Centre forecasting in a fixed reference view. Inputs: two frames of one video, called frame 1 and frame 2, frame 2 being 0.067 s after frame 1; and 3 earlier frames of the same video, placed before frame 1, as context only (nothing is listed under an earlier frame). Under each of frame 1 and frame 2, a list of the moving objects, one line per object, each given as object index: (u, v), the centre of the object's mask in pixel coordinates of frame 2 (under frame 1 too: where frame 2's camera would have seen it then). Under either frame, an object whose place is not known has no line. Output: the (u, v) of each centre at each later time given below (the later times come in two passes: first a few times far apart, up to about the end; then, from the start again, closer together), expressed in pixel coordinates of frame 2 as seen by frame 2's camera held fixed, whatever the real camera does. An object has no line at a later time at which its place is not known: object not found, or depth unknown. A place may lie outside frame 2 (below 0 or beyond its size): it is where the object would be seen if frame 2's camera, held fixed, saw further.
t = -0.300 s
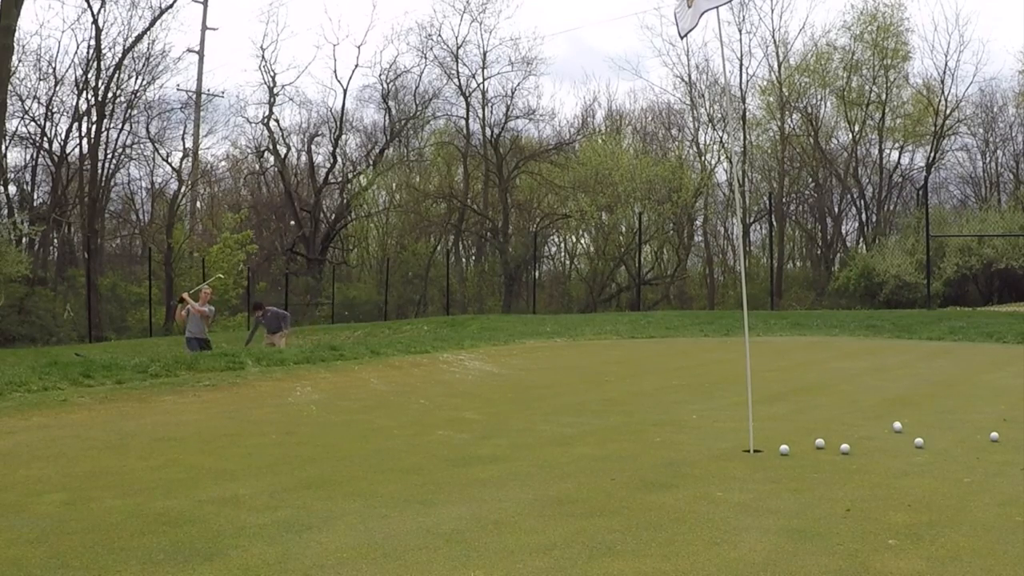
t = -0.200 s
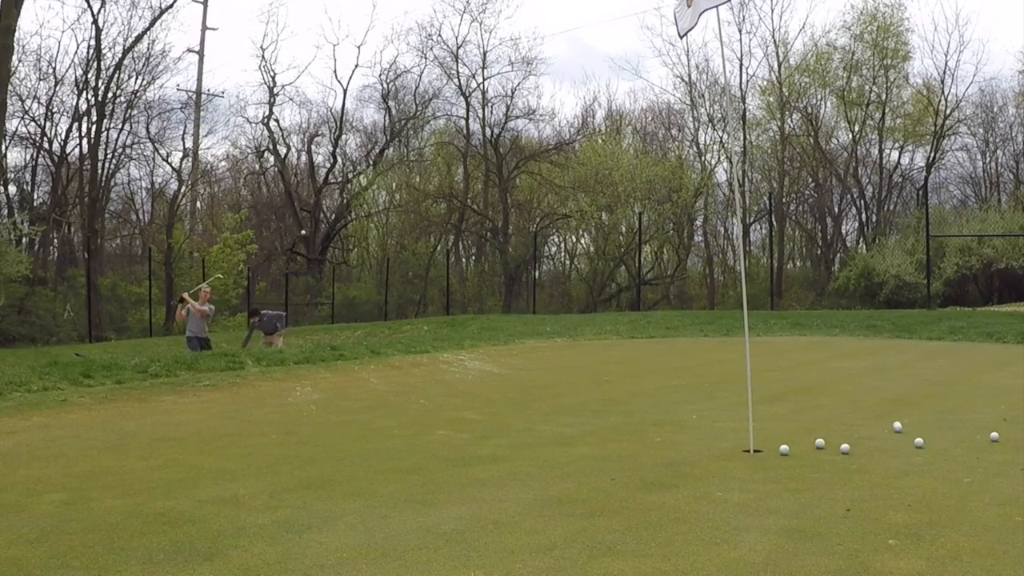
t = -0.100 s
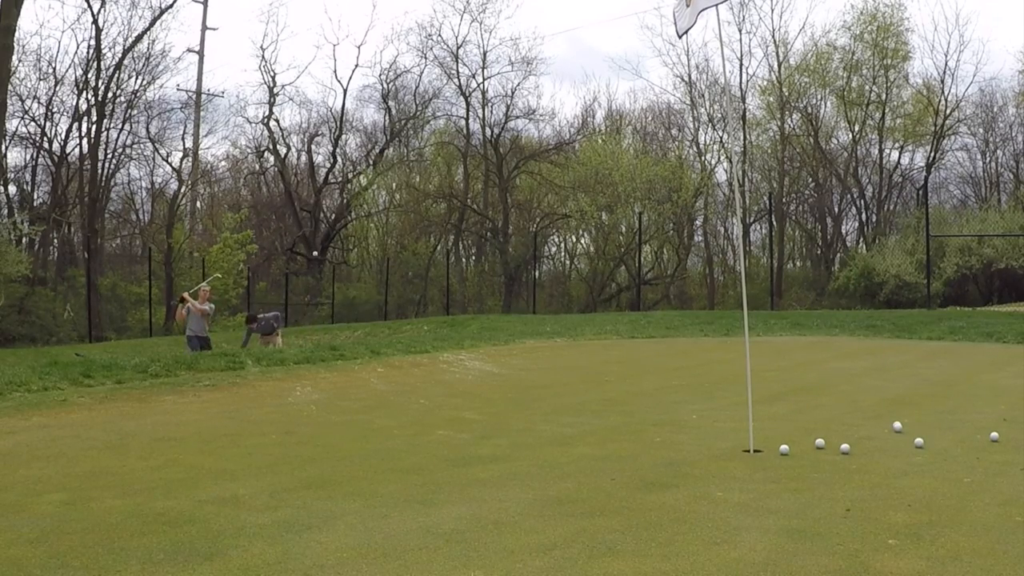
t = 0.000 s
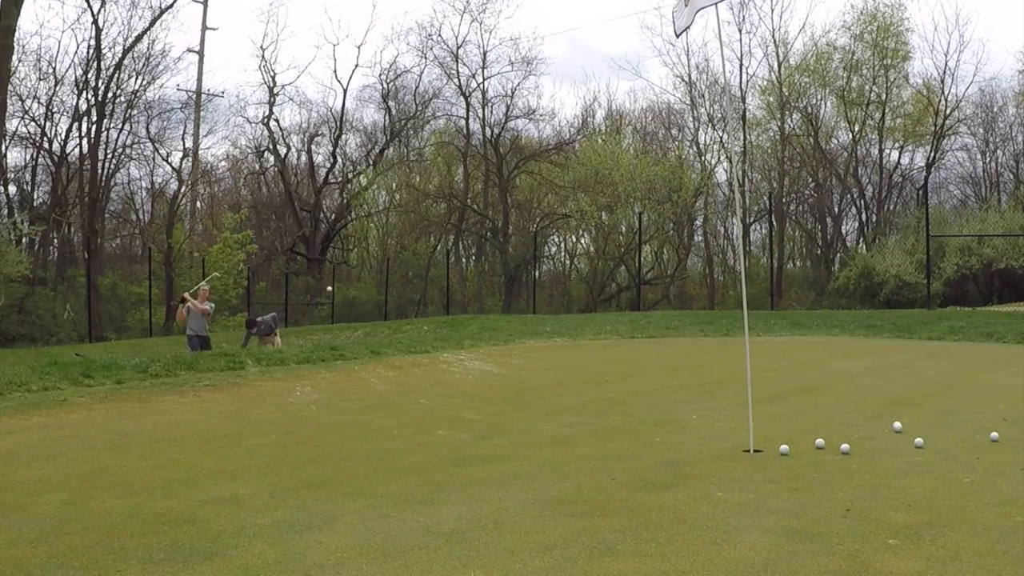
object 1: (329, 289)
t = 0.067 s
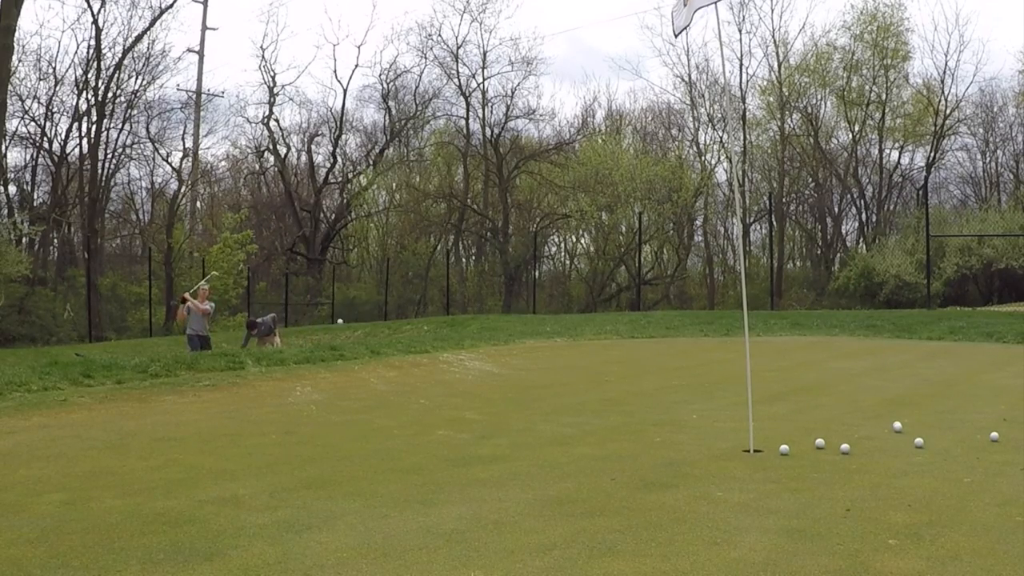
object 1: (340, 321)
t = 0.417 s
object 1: (389, 374)
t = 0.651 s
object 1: (419, 397)
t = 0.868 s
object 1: (445, 405)
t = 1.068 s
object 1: (469, 412)
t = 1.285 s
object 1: (498, 418)
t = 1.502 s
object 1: (527, 426)
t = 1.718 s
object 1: (557, 433)
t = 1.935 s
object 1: (586, 440)
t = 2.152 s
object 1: (613, 447)
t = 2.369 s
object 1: (637, 454)
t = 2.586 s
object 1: (658, 461)
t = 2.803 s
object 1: (675, 467)
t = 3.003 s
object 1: (688, 472)
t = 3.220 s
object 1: (698, 477)
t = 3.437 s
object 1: (704, 481)
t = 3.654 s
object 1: (705, 483)
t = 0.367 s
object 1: (382, 368)
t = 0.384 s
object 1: (384, 370)
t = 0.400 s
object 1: (387, 371)
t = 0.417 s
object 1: (389, 374)
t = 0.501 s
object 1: (401, 392)
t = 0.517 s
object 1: (403, 394)
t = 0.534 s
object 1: (405, 392)
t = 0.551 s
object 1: (407, 392)
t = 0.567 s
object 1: (409, 392)
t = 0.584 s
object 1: (411, 392)
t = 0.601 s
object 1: (413, 392)
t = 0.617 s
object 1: (415, 393)
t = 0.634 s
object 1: (417, 395)
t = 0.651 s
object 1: (419, 397)
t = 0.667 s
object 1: (421, 398)
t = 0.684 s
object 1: (423, 399)
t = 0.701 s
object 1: (425, 399)
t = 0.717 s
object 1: (427, 399)
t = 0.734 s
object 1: (429, 400)
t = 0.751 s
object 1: (431, 401)
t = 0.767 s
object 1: (433, 401)
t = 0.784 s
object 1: (435, 402)
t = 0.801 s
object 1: (436, 402)
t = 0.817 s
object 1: (438, 403)
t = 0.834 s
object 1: (440, 404)
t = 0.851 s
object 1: (443, 404)
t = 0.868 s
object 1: (445, 405)
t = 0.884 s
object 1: (447, 405)
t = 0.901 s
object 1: (449, 405)
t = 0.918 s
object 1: (451, 406)
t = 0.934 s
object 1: (453, 407)
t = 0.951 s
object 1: (455, 407)
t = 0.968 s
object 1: (457, 408)
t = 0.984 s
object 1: (459, 409)
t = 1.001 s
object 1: (461, 409)
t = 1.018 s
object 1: (463, 410)
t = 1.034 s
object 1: (465, 410)
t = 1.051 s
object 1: (467, 411)
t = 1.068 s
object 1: (469, 412)
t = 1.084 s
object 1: (472, 412)
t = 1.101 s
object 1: (474, 413)
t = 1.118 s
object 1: (476, 413)
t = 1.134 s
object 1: (478, 414)
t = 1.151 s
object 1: (480, 414)
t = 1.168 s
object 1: (482, 415)
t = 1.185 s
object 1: (485, 415)
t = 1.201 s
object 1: (487, 416)
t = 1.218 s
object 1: (489, 416)
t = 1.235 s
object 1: (491, 417)
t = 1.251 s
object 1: (493, 417)
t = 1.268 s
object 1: (495, 418)
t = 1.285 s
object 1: (498, 418)
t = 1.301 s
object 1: (500, 419)
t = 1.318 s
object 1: (502, 420)
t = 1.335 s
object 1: (504, 420)
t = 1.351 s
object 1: (507, 420)
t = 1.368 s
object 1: (509, 422)
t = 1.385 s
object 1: (511, 422)
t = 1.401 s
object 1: (514, 422)
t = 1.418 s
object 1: (516, 423)
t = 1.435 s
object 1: (518, 424)
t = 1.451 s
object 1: (520, 424)
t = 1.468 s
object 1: (523, 425)
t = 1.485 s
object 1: (525, 425)
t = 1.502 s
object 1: (527, 426)
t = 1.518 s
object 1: (529, 426)
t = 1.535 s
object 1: (532, 427)
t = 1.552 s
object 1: (534, 427)
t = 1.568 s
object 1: (537, 428)
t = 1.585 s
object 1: (539, 428)
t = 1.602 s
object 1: (541, 429)
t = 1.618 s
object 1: (543, 430)
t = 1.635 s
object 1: (546, 431)
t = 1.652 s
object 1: (548, 431)
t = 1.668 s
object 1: (550, 431)
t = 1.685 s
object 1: (553, 432)
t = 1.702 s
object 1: (555, 433)
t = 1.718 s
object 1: (557, 433)
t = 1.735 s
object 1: (560, 434)
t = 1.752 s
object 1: (562, 434)
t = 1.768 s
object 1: (564, 434)
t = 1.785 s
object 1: (566, 435)
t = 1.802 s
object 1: (569, 436)
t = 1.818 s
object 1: (571, 436)
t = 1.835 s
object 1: (573, 437)
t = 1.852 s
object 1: (576, 437)
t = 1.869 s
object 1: (578, 438)
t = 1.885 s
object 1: (580, 438)
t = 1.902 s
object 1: (582, 439)
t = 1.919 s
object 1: (584, 440)
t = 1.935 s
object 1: (586, 440)
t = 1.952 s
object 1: (588, 441)
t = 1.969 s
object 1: (591, 441)
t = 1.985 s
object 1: (593, 442)
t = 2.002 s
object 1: (595, 442)
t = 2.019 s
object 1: (597, 443)
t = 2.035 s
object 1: (599, 443)
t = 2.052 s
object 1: (601, 444)
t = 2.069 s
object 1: (603, 444)
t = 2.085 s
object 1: (605, 445)
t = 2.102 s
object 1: (607, 445)
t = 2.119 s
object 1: (609, 446)
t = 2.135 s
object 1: (611, 446)
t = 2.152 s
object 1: (613, 447)
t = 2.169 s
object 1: (615, 448)
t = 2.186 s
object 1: (617, 448)
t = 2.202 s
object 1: (619, 449)
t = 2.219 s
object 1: (621, 449)
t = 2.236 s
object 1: (623, 450)
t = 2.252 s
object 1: (625, 450)
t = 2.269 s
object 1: (627, 451)
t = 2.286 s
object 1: (629, 451)
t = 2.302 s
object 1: (630, 452)
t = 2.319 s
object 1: (632, 452)
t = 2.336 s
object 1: (634, 453)
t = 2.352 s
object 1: (636, 453)
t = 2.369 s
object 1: (637, 454)
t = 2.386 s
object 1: (639, 454)
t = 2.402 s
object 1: (640, 455)
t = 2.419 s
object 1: (642, 455)
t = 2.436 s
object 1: (644, 456)
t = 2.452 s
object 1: (645, 456)
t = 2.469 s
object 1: (647, 457)
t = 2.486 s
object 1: (648, 457)
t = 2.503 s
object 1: (650, 458)
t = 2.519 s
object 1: (651, 458)
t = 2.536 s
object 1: (653, 459)
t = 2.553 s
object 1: (655, 460)
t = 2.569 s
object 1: (656, 460)
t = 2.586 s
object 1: (658, 461)
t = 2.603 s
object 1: (659, 461)
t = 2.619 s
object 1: (661, 462)
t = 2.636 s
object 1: (662, 462)
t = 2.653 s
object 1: (663, 463)
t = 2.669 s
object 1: (665, 463)
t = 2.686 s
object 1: (666, 464)
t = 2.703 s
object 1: (668, 464)
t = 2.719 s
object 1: (669, 465)
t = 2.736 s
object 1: (670, 465)
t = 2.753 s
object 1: (671, 466)
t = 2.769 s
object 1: (672, 466)
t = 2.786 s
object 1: (673, 466)
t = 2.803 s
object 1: (675, 467)
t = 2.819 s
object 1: (676, 467)
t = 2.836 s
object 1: (677, 468)
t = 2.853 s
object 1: (678, 468)
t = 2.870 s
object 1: (680, 469)
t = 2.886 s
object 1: (680, 469)
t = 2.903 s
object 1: (681, 469)
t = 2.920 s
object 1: (683, 469)
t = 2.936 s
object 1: (684, 470)
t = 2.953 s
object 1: (684, 471)
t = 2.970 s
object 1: (685, 471)
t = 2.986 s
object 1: (687, 472)
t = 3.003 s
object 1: (688, 472)
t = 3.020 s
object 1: (689, 473)
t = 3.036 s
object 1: (690, 473)
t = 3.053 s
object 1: (691, 474)
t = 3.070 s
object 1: (692, 474)
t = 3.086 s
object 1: (693, 474)
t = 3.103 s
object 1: (693, 475)
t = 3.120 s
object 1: (694, 475)
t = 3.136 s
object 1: (695, 475)
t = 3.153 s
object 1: (696, 476)
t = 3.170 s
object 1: (696, 476)
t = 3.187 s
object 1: (697, 476)
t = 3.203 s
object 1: (698, 477)
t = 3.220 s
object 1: (698, 477)
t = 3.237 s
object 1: (699, 477)
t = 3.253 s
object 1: (700, 478)
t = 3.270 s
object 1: (700, 478)
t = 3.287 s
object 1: (701, 478)
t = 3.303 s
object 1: (702, 478)
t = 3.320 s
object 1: (702, 479)
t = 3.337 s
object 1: (703, 479)
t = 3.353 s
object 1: (703, 479)
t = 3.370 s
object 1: (703, 480)
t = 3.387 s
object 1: (704, 480)
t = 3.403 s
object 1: (704, 480)
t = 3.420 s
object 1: (704, 481)
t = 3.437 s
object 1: (704, 481)
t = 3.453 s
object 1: (704, 481)
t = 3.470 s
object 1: (704, 481)
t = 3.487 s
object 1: (705, 482)
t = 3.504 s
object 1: (705, 482)
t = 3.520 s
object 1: (705, 482)
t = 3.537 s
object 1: (705, 482)
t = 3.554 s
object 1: (705, 482)
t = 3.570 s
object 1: (705, 483)
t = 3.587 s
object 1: (705, 483)
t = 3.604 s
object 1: (705, 483)
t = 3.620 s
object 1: (705, 483)
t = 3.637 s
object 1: (705, 483)
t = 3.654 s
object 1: (705, 483)
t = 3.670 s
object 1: (705, 483)
